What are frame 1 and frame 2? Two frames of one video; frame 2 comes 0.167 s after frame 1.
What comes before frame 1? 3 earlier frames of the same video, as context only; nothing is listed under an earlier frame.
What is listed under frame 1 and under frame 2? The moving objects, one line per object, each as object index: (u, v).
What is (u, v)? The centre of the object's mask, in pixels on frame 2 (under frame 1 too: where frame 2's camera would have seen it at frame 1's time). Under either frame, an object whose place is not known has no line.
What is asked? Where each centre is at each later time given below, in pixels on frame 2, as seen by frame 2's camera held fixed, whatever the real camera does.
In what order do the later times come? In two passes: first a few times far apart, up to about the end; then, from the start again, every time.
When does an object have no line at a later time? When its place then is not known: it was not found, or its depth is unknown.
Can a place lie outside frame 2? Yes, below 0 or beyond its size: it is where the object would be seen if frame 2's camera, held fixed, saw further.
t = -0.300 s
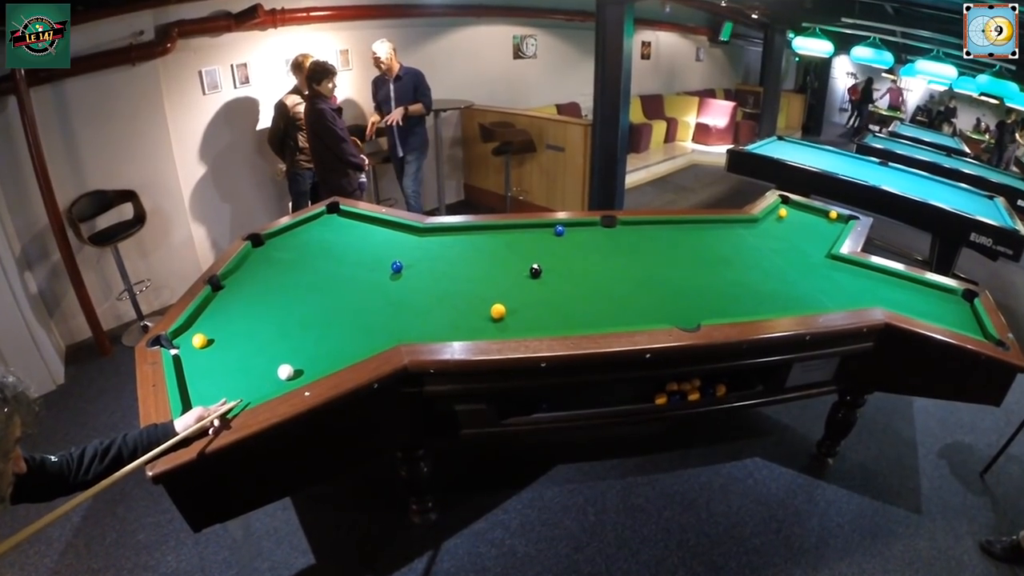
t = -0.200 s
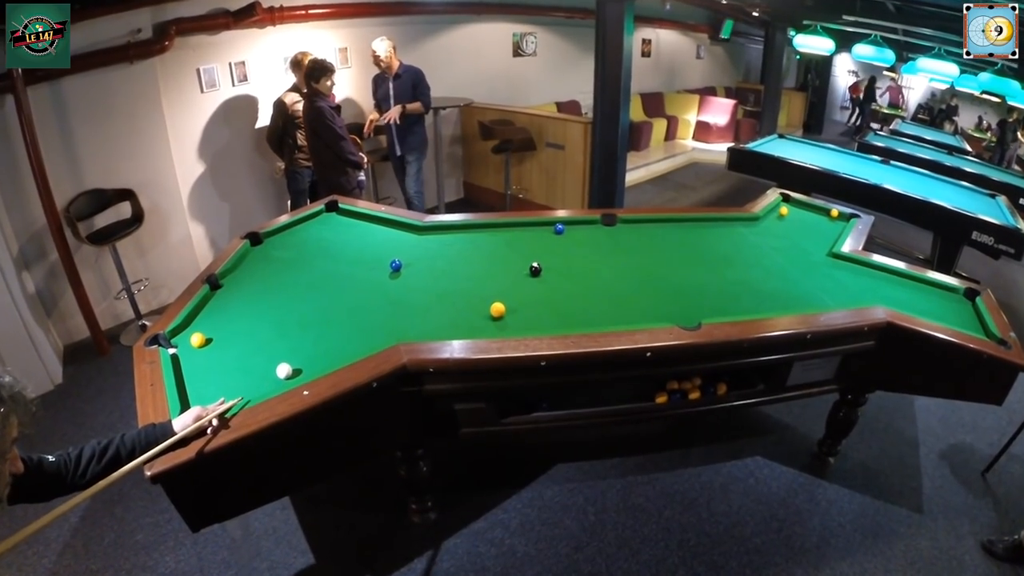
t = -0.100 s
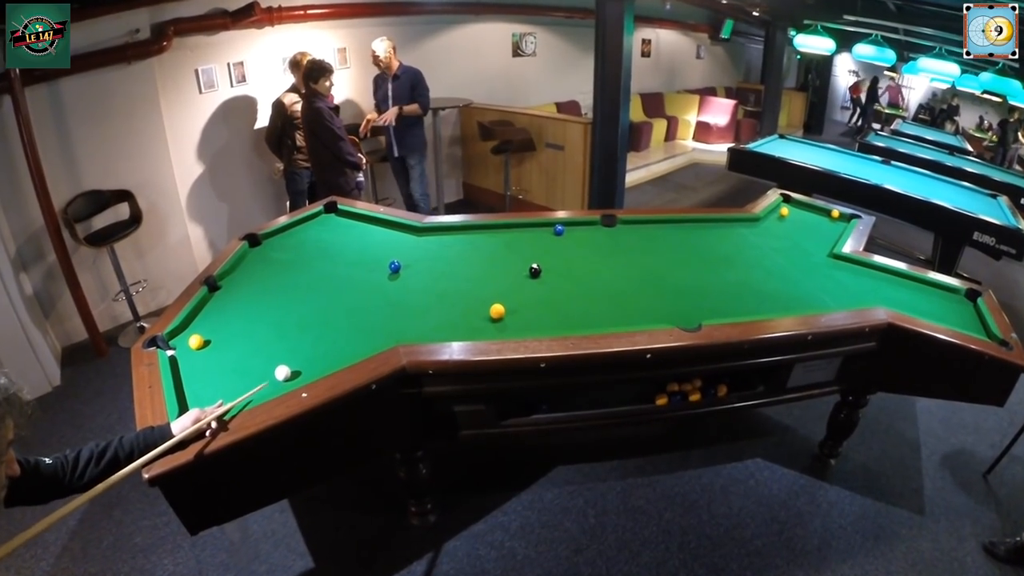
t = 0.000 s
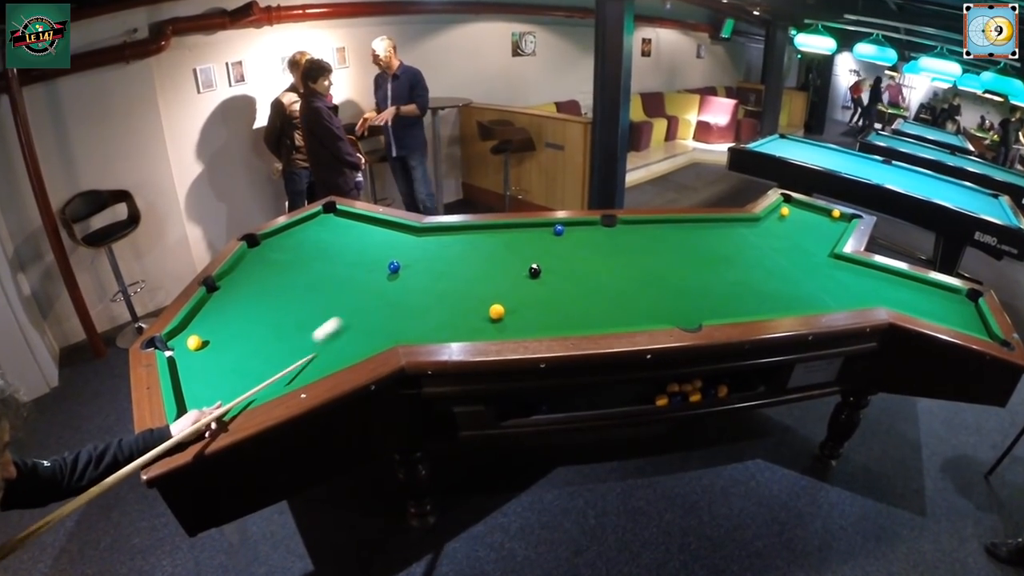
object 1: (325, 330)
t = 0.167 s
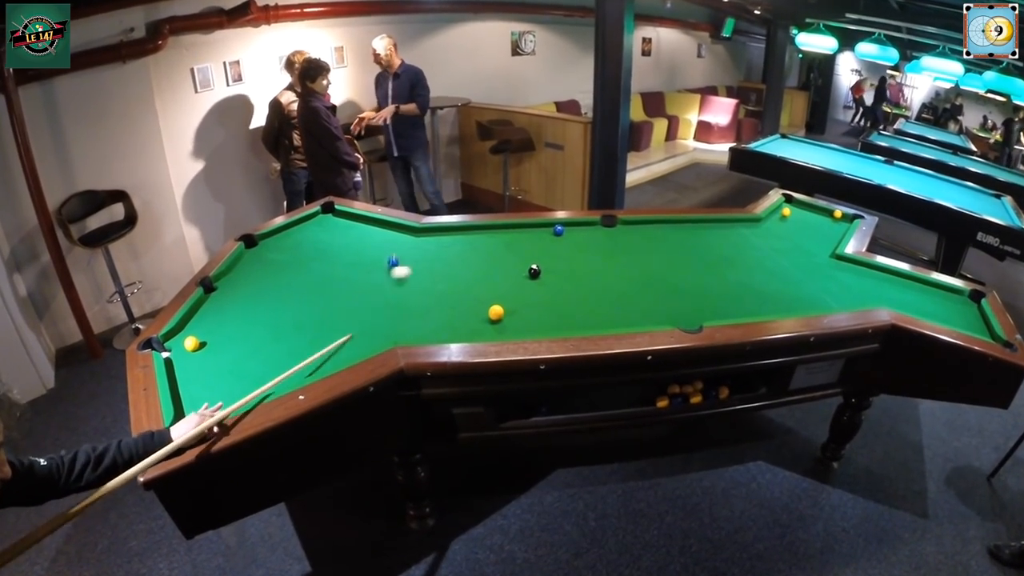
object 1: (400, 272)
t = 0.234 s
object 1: (424, 271)
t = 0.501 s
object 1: (506, 258)
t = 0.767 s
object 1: (579, 247)
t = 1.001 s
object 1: (635, 239)
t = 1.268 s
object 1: (689, 231)
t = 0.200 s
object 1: (412, 271)
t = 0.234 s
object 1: (424, 271)
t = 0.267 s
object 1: (435, 269)
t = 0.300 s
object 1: (446, 268)
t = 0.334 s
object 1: (456, 266)
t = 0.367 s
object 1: (466, 265)
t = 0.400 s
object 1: (477, 263)
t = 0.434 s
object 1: (487, 262)
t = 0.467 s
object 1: (496, 260)
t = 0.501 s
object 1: (506, 258)
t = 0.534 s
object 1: (516, 257)
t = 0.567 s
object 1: (526, 255)
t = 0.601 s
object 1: (535, 254)
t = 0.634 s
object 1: (544, 253)
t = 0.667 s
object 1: (553, 251)
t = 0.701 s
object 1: (562, 250)
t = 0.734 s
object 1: (570, 249)
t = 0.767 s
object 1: (579, 247)
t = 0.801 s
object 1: (587, 246)
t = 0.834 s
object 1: (595, 245)
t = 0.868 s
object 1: (604, 244)
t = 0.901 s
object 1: (612, 242)
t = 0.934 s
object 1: (620, 241)
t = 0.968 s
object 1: (627, 240)
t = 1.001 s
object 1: (635, 239)
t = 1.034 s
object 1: (642, 238)
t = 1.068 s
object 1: (649, 237)
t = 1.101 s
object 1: (656, 236)
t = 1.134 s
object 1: (663, 235)
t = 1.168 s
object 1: (670, 234)
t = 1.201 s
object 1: (676, 233)
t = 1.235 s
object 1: (683, 232)
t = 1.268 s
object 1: (689, 231)
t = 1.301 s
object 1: (695, 230)
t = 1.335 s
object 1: (702, 229)
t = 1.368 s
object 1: (708, 228)
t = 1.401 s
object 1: (714, 227)
